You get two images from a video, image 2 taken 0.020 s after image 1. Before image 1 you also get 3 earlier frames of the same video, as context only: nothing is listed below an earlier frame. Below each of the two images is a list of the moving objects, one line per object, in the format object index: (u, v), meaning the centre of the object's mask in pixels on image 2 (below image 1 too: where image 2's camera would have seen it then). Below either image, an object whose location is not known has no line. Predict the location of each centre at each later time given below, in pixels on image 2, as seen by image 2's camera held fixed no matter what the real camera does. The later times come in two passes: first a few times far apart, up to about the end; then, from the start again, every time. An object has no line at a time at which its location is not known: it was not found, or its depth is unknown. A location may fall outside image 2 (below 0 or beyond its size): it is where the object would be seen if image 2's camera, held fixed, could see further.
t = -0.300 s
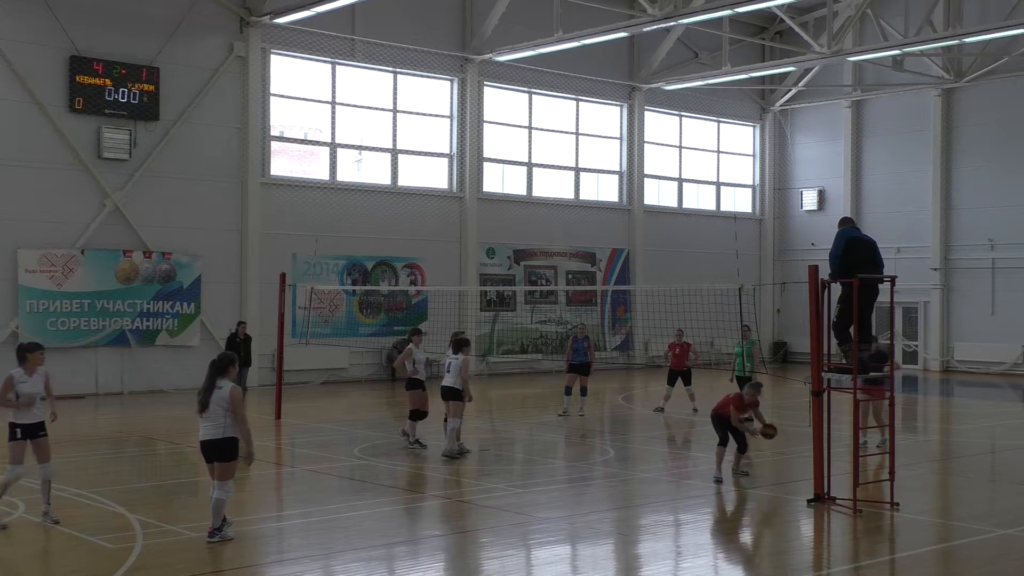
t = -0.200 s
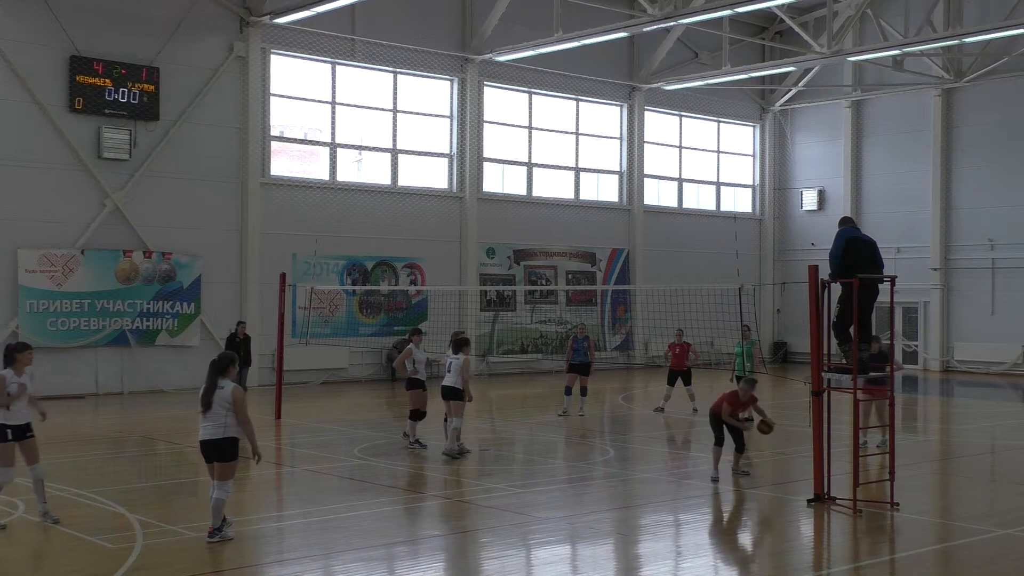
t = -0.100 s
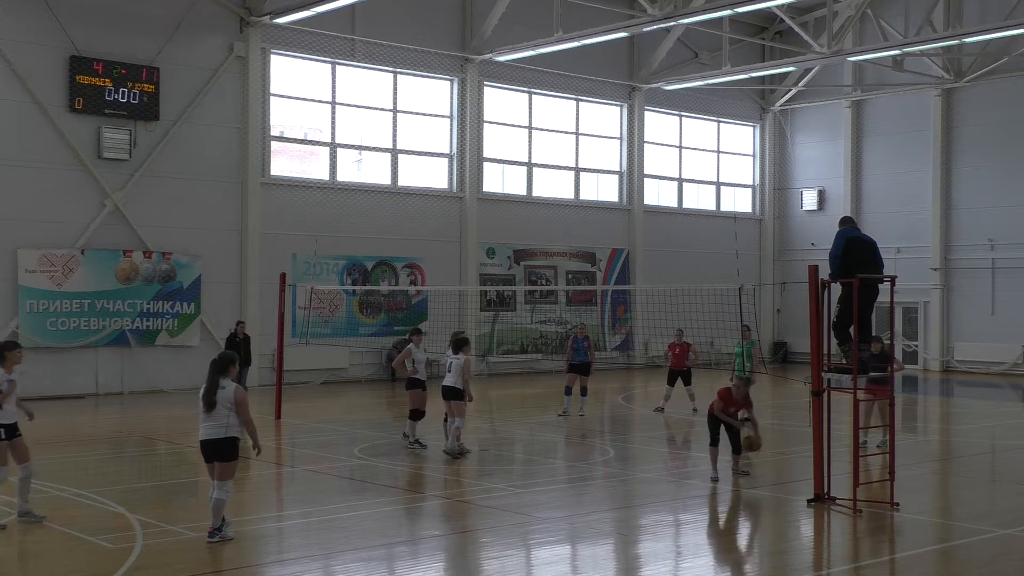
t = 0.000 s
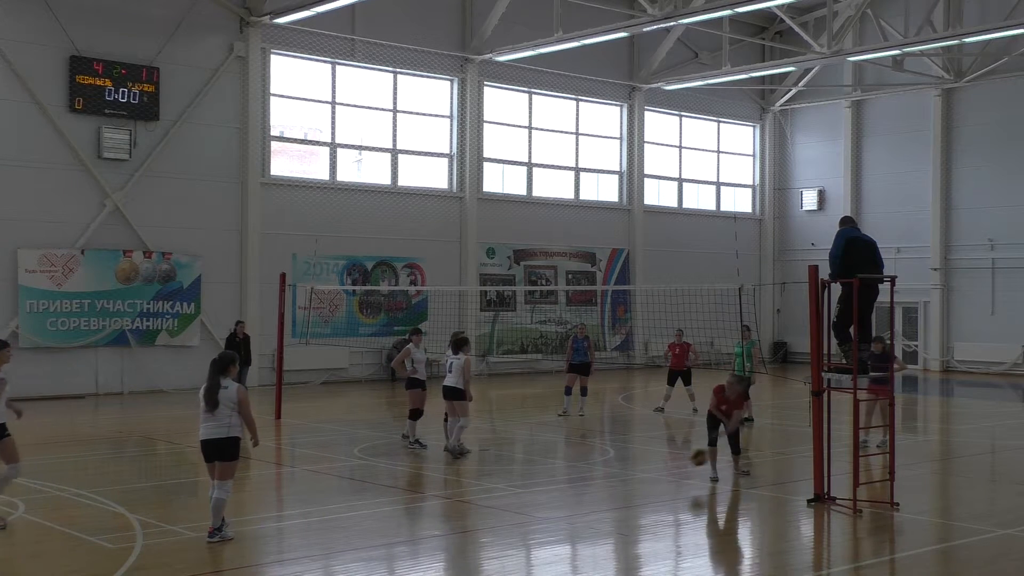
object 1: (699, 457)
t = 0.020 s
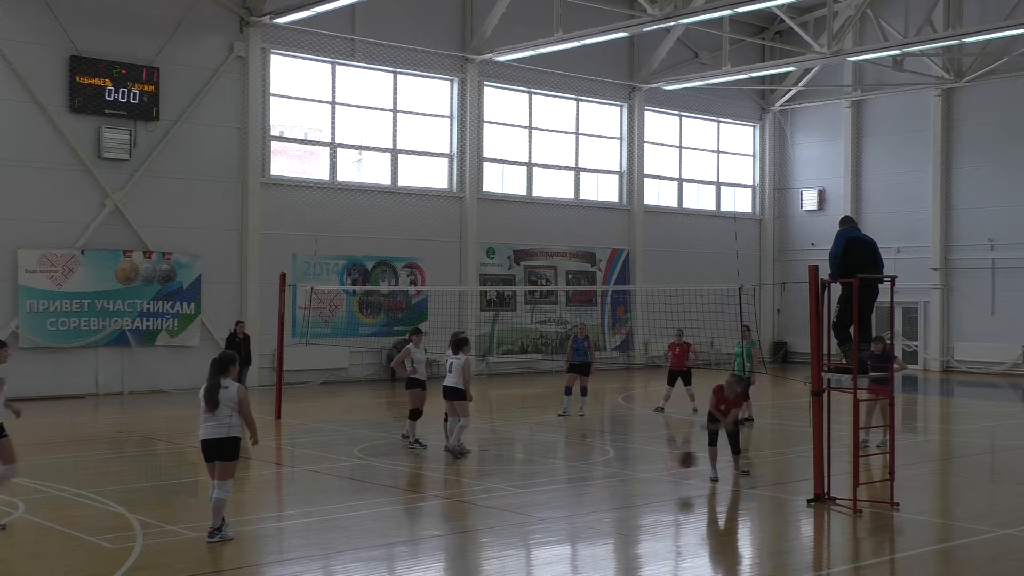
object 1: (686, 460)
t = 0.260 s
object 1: (548, 474)
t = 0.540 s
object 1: (393, 498)
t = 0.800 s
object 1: (247, 498)
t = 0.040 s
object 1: (674, 462)
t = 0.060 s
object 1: (662, 464)
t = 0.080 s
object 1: (649, 468)
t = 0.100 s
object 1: (637, 472)
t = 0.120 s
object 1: (624, 476)
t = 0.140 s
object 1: (611, 481)
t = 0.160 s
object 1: (599, 483)
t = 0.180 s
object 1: (589, 480)
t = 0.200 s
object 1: (579, 479)
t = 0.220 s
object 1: (568, 477)
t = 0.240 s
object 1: (558, 475)
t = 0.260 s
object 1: (548, 474)
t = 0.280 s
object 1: (538, 474)
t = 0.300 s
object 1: (526, 473)
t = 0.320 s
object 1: (516, 473)
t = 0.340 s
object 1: (505, 474)
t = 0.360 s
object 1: (494, 475)
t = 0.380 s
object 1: (484, 476)
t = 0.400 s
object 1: (473, 479)
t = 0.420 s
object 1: (461, 480)
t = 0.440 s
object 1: (450, 483)
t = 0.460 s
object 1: (438, 486)
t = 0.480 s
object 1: (428, 490)
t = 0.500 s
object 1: (416, 494)
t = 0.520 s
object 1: (406, 499)
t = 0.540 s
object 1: (393, 498)
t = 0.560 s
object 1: (382, 495)
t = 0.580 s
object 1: (371, 493)
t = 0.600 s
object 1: (361, 492)
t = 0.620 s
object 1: (350, 490)
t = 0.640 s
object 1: (338, 489)
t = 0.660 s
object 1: (326, 489)
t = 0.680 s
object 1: (315, 489)
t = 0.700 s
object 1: (304, 489)
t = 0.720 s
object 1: (293, 490)
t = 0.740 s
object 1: (281, 492)
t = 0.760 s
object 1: (270, 493)
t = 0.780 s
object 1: (257, 495)
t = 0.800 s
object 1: (247, 498)
